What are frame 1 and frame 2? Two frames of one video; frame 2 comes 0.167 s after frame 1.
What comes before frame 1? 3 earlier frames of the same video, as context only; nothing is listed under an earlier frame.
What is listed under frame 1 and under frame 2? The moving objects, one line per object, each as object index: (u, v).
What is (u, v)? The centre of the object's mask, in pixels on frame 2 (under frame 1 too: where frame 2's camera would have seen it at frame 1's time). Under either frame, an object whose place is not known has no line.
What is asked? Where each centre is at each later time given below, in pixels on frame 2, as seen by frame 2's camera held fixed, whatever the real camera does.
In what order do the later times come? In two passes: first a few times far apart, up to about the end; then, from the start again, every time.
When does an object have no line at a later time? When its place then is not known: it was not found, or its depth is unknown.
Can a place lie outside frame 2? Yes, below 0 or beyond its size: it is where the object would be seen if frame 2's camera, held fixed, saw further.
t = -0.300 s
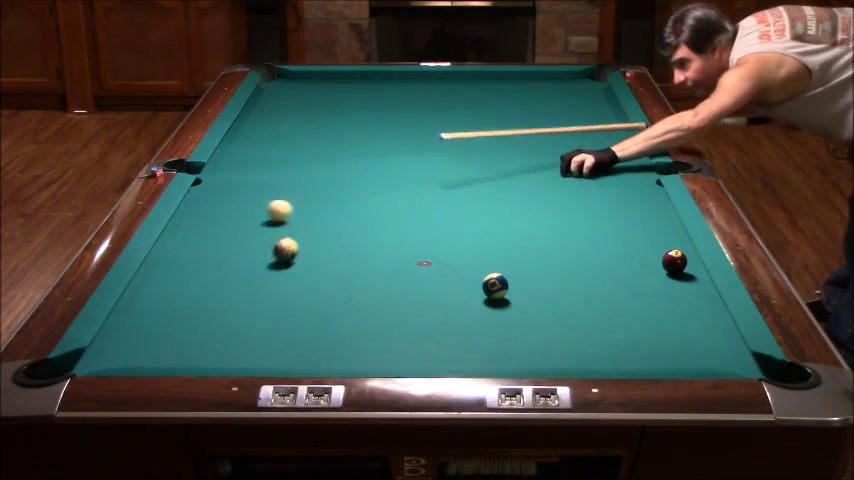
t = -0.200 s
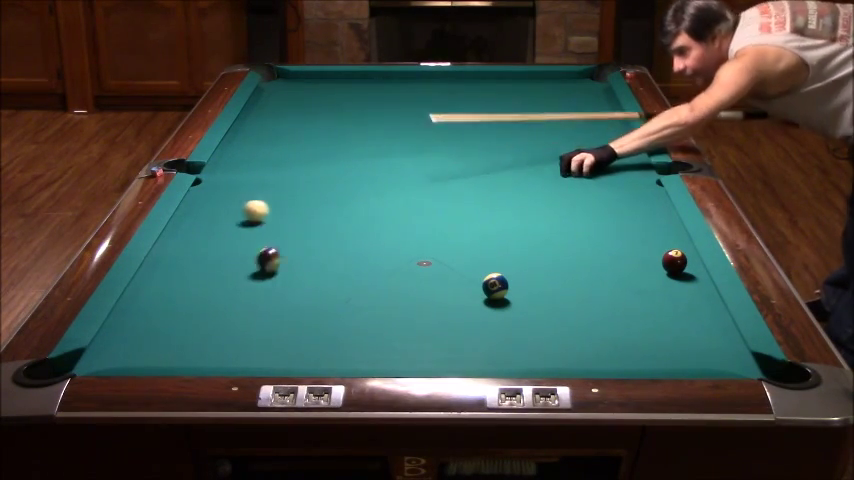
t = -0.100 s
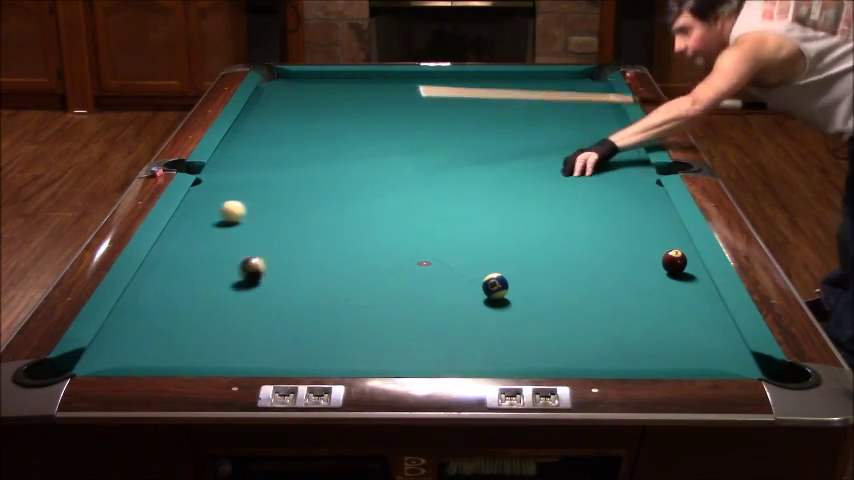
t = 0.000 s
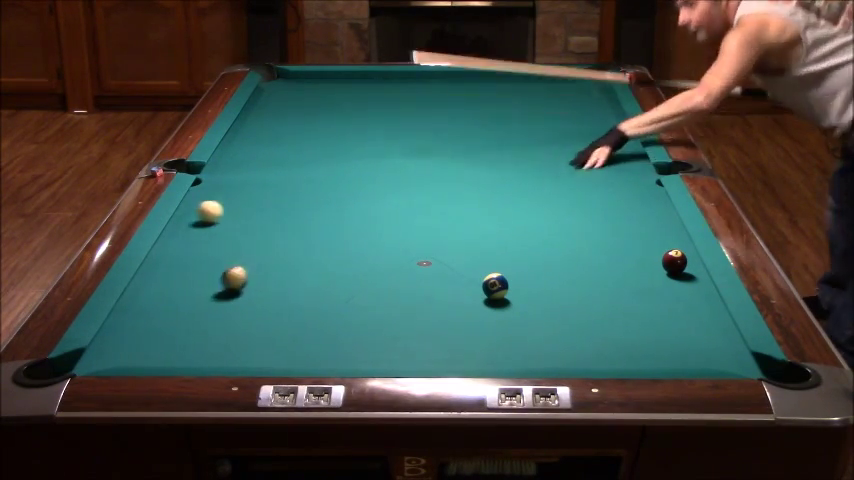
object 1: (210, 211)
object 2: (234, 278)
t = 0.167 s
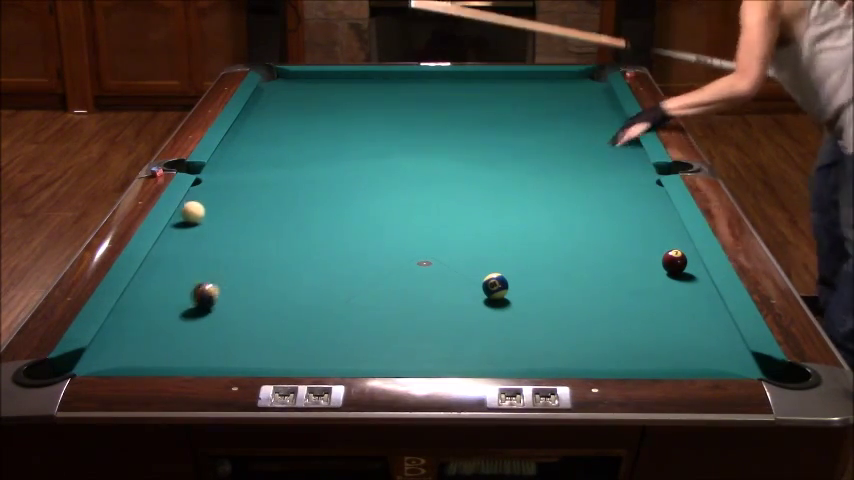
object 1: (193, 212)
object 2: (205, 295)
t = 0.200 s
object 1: (197, 212)
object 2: (199, 297)
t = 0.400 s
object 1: (217, 213)
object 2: (161, 320)
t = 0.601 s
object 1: (236, 214)
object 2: (120, 342)
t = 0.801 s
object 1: (254, 215)
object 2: (82, 361)
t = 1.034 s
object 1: (274, 216)
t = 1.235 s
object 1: (289, 217)
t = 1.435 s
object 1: (303, 218)
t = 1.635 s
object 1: (316, 218)
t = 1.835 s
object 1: (327, 219)
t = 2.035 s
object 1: (337, 220)
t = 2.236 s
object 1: (346, 220)
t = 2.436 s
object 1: (353, 221)
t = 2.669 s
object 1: (360, 221)
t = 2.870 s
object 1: (363, 222)
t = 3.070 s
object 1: (363, 221)
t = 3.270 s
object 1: (362, 220)
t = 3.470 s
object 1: (361, 220)
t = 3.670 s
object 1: (361, 220)
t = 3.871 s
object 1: (361, 220)
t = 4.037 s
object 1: (361, 220)
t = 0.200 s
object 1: (197, 212)
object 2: (199, 297)
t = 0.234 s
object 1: (200, 212)
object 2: (193, 301)
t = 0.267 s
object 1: (203, 213)
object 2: (186, 305)
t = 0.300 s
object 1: (207, 213)
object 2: (179, 309)
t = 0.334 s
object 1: (210, 213)
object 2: (173, 313)
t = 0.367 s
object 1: (213, 213)
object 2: (166, 316)
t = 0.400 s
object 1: (217, 213)
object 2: (161, 320)
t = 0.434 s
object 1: (220, 213)
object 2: (154, 324)
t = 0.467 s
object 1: (224, 213)
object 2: (148, 326)
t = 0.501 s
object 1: (227, 214)
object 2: (141, 329)
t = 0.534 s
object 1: (230, 214)
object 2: (134, 333)
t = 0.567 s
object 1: (233, 214)
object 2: (127, 338)
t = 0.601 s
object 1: (236, 214)
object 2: (120, 342)
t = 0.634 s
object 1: (239, 214)
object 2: (114, 346)
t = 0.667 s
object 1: (242, 214)
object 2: (106, 349)
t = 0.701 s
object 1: (245, 215)
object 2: (100, 352)
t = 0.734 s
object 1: (248, 215)
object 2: (92, 357)
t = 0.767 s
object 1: (251, 215)
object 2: (85, 360)
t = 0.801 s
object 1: (254, 215)
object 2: (82, 361)
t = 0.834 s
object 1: (257, 215)
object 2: (75, 366)
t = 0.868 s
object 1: (260, 215)
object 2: (69, 372)
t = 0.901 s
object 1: (263, 215)
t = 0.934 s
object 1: (266, 216)
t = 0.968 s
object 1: (268, 216)
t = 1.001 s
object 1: (271, 216)
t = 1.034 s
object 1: (274, 216)
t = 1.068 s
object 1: (276, 216)
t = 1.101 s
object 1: (279, 216)
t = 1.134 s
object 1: (282, 217)
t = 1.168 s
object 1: (284, 217)
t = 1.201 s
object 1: (287, 217)
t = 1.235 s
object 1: (289, 217)
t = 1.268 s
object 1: (292, 217)
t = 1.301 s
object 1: (294, 217)
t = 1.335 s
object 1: (297, 217)
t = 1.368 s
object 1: (299, 218)
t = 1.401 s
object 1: (301, 217)
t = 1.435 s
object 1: (303, 218)
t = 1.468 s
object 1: (306, 218)
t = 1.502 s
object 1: (308, 218)
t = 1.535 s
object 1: (310, 218)
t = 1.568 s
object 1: (312, 218)
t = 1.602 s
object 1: (314, 218)
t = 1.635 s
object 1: (316, 218)
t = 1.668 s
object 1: (318, 218)
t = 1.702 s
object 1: (320, 218)
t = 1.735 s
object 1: (322, 219)
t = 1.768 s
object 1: (324, 219)
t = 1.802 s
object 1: (326, 219)
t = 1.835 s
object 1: (327, 219)
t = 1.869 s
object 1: (329, 219)
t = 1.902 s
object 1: (331, 219)
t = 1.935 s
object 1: (333, 219)
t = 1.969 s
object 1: (334, 219)
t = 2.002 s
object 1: (336, 220)
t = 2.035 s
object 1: (337, 220)
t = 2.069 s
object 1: (339, 220)
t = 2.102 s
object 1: (340, 220)
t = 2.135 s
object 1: (342, 220)
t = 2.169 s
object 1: (343, 220)
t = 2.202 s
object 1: (345, 220)
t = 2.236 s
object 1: (346, 220)
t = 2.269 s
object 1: (347, 220)
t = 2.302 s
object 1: (349, 220)
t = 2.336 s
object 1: (350, 221)
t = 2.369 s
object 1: (351, 221)
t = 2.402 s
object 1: (352, 221)
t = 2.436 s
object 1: (353, 221)
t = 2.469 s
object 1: (354, 221)
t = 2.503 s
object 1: (355, 221)
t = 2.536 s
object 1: (356, 221)
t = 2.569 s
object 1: (357, 221)
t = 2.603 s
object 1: (358, 221)
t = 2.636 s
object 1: (359, 221)
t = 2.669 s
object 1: (360, 221)
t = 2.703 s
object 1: (360, 221)
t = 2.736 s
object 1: (361, 221)
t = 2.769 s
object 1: (362, 221)
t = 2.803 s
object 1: (362, 221)
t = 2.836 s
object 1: (362, 222)
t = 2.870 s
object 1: (363, 222)
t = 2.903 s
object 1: (363, 222)
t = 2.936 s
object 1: (363, 221)
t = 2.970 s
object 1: (363, 221)
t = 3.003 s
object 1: (363, 221)
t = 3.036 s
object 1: (363, 221)
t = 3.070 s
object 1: (363, 221)
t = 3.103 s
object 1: (363, 221)
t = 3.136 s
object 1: (363, 221)
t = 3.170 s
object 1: (362, 221)
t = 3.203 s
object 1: (362, 221)
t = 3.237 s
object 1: (362, 220)
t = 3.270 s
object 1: (362, 220)
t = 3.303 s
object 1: (362, 220)
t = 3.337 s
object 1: (362, 220)
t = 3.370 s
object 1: (361, 220)
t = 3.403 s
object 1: (361, 220)
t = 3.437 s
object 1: (361, 220)
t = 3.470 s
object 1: (361, 220)
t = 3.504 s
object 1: (361, 220)
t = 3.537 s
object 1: (361, 220)
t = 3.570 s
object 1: (361, 220)
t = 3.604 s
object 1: (361, 220)
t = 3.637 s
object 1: (361, 220)
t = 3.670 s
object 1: (361, 220)
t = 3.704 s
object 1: (360, 220)
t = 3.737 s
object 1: (360, 220)
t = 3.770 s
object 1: (360, 220)
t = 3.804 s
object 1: (360, 220)
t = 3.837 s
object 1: (360, 220)
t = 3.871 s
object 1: (361, 220)
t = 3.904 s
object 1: (361, 220)
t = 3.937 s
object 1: (361, 220)
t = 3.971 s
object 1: (361, 220)
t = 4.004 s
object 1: (361, 220)
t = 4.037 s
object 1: (361, 220)
